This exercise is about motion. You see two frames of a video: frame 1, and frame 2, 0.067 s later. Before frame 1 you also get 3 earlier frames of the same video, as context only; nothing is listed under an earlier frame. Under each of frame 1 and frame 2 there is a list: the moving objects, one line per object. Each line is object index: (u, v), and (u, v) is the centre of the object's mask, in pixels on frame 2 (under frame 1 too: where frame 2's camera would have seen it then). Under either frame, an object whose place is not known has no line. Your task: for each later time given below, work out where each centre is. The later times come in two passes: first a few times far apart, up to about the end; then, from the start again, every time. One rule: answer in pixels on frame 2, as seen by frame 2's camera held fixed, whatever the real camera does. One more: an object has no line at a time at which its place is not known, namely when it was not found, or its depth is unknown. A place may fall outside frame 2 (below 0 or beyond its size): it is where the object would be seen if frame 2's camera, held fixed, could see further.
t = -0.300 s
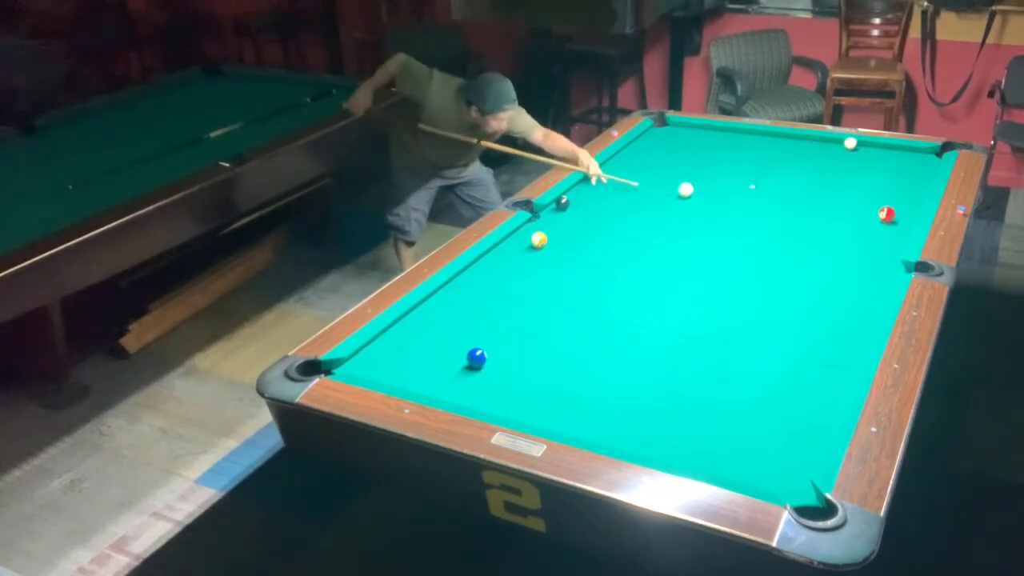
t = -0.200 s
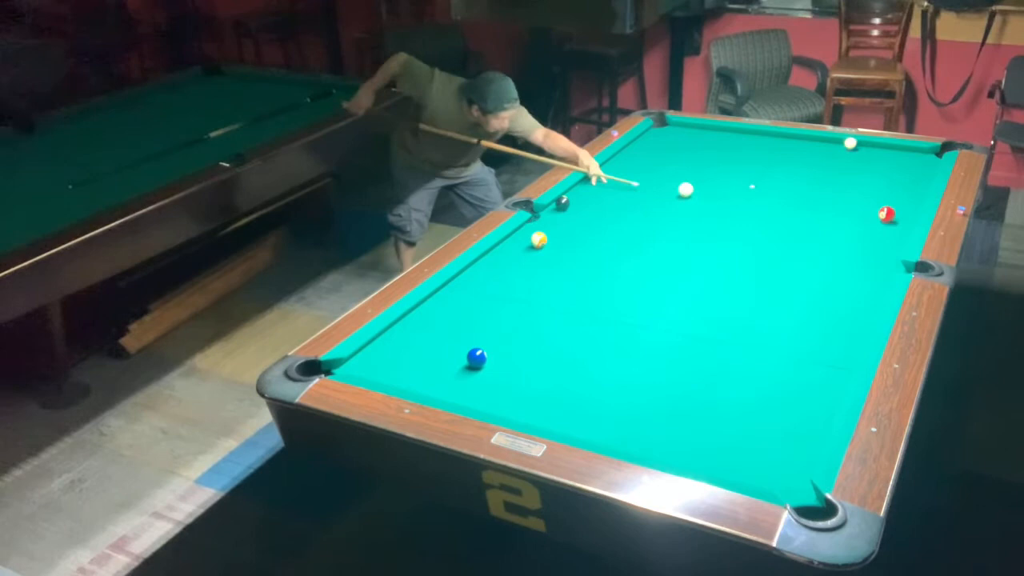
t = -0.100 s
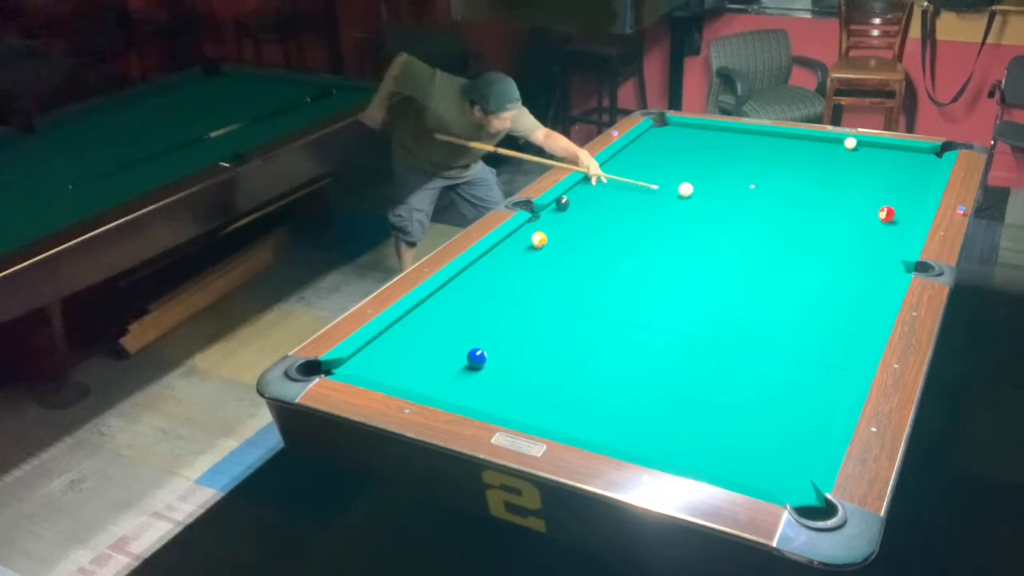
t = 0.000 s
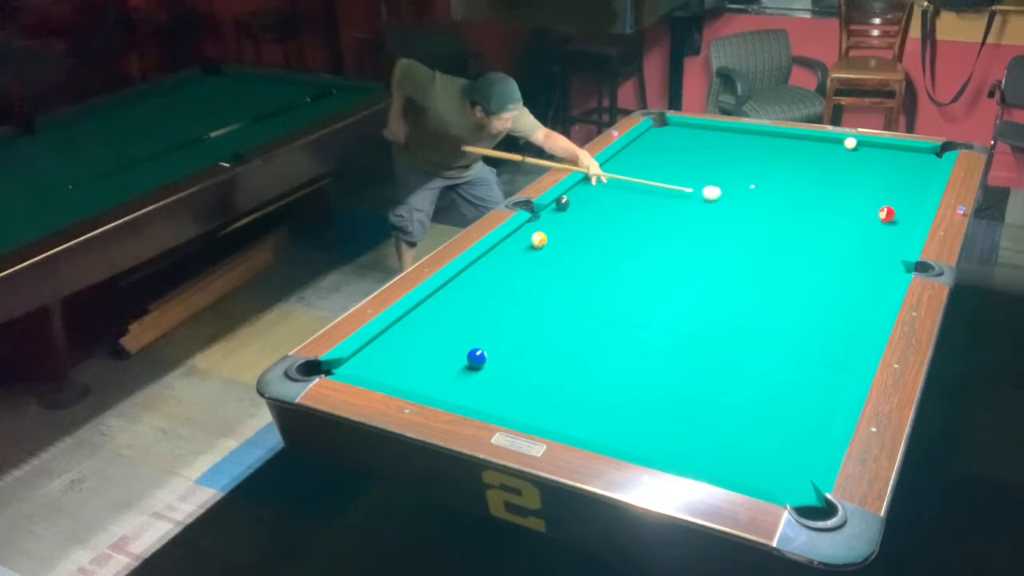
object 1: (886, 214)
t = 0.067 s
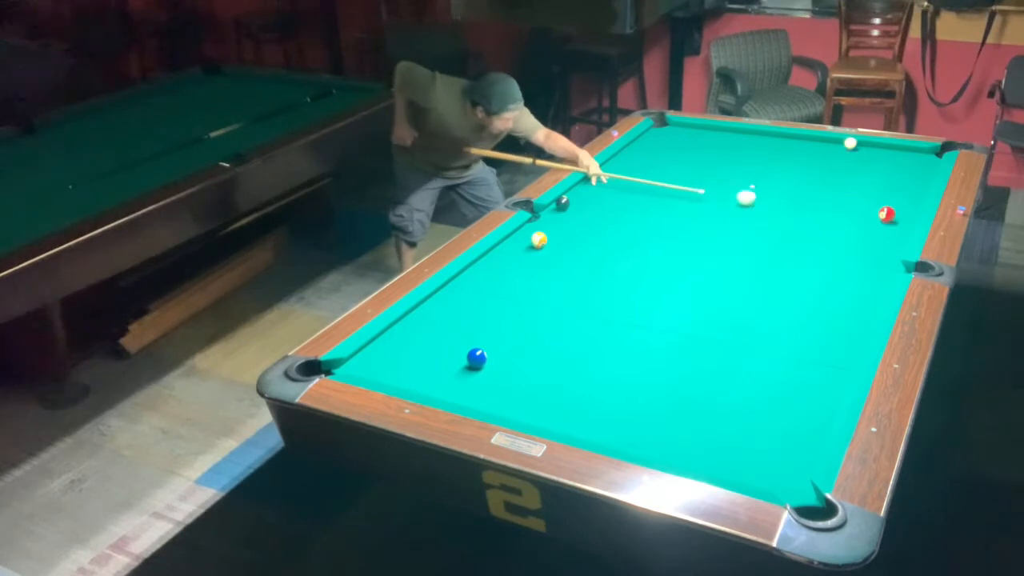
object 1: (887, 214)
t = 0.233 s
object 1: (886, 214)
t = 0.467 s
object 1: (904, 211)
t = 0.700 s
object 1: (871, 201)
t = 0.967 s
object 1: (835, 192)
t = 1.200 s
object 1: (806, 184)
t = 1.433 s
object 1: (780, 176)
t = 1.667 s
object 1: (756, 170)
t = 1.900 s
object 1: (735, 164)
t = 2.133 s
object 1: (715, 158)
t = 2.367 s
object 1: (696, 153)
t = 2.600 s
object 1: (680, 148)
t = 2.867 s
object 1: (662, 143)
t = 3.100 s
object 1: (648, 138)
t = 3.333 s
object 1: (649, 137)
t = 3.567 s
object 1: (659, 137)
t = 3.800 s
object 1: (668, 137)
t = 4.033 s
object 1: (676, 137)
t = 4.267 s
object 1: (684, 137)
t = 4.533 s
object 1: (691, 137)
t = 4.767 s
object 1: (697, 137)
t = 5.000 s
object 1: (702, 137)
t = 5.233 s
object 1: (705, 137)
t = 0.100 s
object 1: (887, 214)
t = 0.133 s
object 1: (887, 214)
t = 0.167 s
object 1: (886, 214)
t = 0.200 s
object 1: (886, 214)
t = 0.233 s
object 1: (886, 214)
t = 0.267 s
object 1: (886, 214)
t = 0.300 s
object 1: (887, 214)
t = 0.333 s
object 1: (886, 214)
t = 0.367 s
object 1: (894, 214)
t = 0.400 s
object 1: (905, 213)
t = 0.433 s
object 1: (910, 213)
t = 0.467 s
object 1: (904, 211)
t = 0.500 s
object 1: (899, 209)
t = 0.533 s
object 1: (894, 208)
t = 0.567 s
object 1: (889, 207)
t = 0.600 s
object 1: (885, 205)
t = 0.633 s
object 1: (880, 204)
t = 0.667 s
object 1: (875, 202)
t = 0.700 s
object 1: (871, 201)
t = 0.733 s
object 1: (866, 200)
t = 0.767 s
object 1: (861, 199)
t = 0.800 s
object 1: (857, 197)
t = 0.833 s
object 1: (852, 196)
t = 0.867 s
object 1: (848, 195)
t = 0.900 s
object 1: (844, 194)
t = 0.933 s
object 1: (839, 193)
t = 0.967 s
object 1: (835, 192)
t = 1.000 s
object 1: (831, 190)
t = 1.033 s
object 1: (827, 189)
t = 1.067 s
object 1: (822, 188)
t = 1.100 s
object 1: (818, 187)
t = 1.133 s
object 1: (814, 186)
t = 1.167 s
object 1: (811, 185)
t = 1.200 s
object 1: (806, 184)
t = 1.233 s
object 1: (802, 183)
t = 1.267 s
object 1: (799, 182)
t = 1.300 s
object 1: (795, 181)
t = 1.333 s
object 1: (791, 179)
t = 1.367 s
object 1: (788, 179)
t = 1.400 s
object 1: (784, 178)
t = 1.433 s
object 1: (780, 176)
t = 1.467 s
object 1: (777, 175)
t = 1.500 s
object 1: (773, 175)
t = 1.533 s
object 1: (770, 174)
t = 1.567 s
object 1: (766, 173)
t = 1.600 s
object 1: (763, 172)
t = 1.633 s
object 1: (760, 171)
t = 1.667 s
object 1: (756, 170)
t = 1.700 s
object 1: (753, 169)
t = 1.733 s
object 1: (750, 168)
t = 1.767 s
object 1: (747, 167)
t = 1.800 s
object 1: (744, 166)
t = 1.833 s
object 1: (741, 166)
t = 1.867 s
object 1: (738, 164)
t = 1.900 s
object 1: (735, 164)
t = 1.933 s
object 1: (732, 163)
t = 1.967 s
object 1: (729, 162)
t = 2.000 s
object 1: (726, 161)
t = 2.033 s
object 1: (723, 160)
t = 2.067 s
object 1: (720, 160)
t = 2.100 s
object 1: (718, 159)
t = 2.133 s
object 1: (715, 158)
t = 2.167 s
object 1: (712, 157)
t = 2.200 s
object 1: (709, 156)
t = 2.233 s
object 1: (706, 156)
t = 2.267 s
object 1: (704, 155)
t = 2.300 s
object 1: (701, 154)
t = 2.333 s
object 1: (699, 154)
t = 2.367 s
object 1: (696, 153)
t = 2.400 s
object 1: (694, 152)
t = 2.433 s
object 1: (691, 151)
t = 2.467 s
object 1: (689, 150)
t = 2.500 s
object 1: (686, 150)
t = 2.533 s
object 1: (684, 149)
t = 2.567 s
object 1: (682, 148)
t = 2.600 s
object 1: (680, 148)
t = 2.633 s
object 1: (677, 147)
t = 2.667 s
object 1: (674, 146)
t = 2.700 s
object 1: (672, 146)
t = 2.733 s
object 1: (670, 145)
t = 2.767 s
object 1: (668, 145)
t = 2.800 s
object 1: (666, 144)
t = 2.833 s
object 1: (664, 143)
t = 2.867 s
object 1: (662, 143)
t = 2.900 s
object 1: (660, 142)
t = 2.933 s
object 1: (658, 141)
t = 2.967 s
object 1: (656, 141)
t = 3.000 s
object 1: (654, 140)
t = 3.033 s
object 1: (652, 140)
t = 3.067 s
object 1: (650, 139)
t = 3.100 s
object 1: (648, 138)
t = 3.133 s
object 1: (646, 138)
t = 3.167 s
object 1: (644, 137)
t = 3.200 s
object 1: (643, 137)
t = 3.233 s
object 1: (645, 137)
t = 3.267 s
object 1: (646, 137)
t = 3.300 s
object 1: (647, 137)
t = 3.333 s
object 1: (649, 137)
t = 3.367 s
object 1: (650, 137)
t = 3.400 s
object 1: (652, 137)
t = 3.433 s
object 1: (653, 137)
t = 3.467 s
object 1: (654, 137)
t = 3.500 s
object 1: (656, 137)
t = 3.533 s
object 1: (658, 137)
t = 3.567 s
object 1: (659, 137)
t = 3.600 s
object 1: (660, 137)
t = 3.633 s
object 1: (662, 137)
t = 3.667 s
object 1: (663, 137)
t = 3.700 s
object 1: (664, 137)
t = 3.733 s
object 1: (666, 137)
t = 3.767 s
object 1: (667, 137)
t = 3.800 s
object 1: (668, 137)
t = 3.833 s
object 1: (669, 137)
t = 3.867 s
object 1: (671, 137)
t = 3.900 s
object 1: (672, 137)
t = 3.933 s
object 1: (673, 137)
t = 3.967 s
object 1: (674, 137)
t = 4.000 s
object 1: (675, 137)
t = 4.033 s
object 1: (676, 137)
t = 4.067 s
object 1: (678, 137)
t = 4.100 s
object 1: (678, 137)
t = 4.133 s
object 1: (680, 137)
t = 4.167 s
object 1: (681, 137)
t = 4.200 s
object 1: (682, 137)
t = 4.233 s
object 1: (683, 137)
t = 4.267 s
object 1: (684, 137)
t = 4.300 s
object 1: (685, 137)
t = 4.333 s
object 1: (685, 137)
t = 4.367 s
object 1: (686, 137)
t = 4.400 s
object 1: (688, 137)
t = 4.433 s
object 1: (688, 137)
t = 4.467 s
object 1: (689, 137)
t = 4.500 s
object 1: (690, 137)
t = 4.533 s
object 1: (691, 137)
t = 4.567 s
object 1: (692, 137)
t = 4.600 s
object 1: (693, 137)
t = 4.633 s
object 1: (694, 137)
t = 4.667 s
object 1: (695, 137)
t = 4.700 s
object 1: (695, 137)
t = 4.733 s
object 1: (696, 137)
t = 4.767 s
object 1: (697, 137)
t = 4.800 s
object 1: (698, 137)
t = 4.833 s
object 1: (699, 137)
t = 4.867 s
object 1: (699, 137)
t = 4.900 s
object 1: (699, 137)
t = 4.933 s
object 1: (700, 137)
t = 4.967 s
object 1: (701, 137)
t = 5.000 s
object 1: (702, 137)
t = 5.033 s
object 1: (702, 137)
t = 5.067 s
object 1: (703, 137)
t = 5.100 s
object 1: (703, 137)
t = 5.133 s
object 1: (704, 137)
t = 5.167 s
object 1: (704, 137)
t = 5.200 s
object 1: (704, 137)
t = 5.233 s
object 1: (705, 137)
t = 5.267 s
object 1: (706, 137)
